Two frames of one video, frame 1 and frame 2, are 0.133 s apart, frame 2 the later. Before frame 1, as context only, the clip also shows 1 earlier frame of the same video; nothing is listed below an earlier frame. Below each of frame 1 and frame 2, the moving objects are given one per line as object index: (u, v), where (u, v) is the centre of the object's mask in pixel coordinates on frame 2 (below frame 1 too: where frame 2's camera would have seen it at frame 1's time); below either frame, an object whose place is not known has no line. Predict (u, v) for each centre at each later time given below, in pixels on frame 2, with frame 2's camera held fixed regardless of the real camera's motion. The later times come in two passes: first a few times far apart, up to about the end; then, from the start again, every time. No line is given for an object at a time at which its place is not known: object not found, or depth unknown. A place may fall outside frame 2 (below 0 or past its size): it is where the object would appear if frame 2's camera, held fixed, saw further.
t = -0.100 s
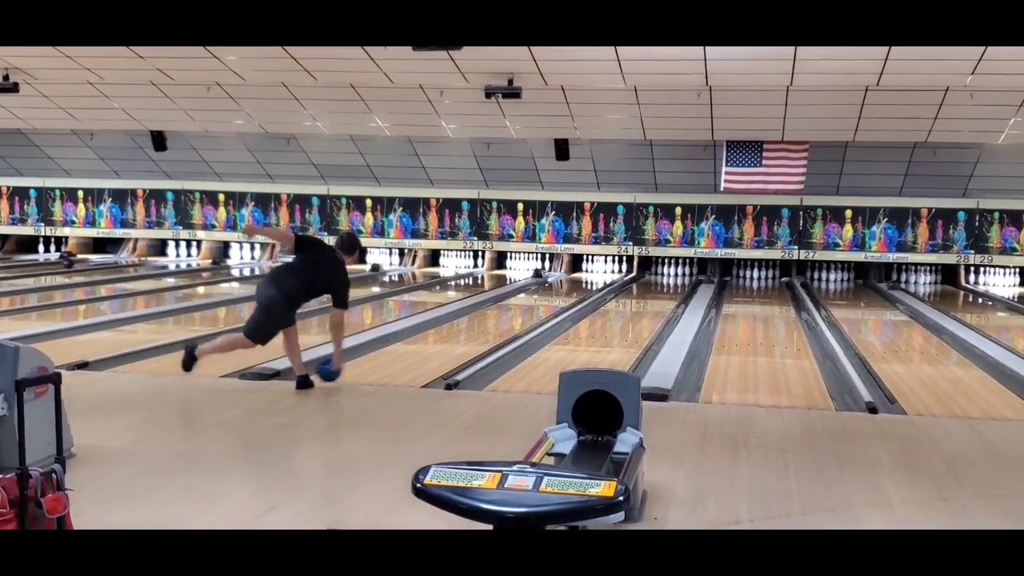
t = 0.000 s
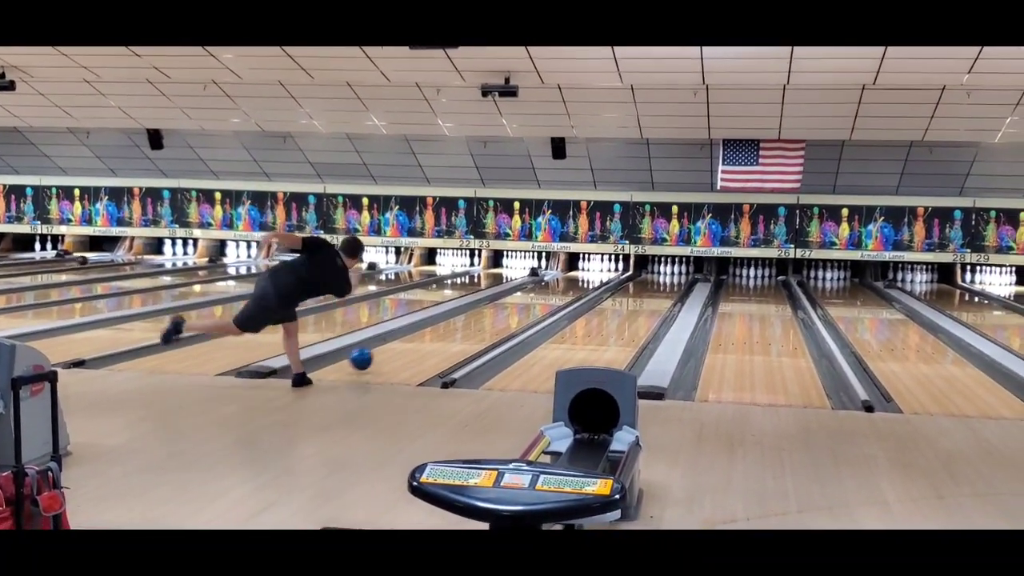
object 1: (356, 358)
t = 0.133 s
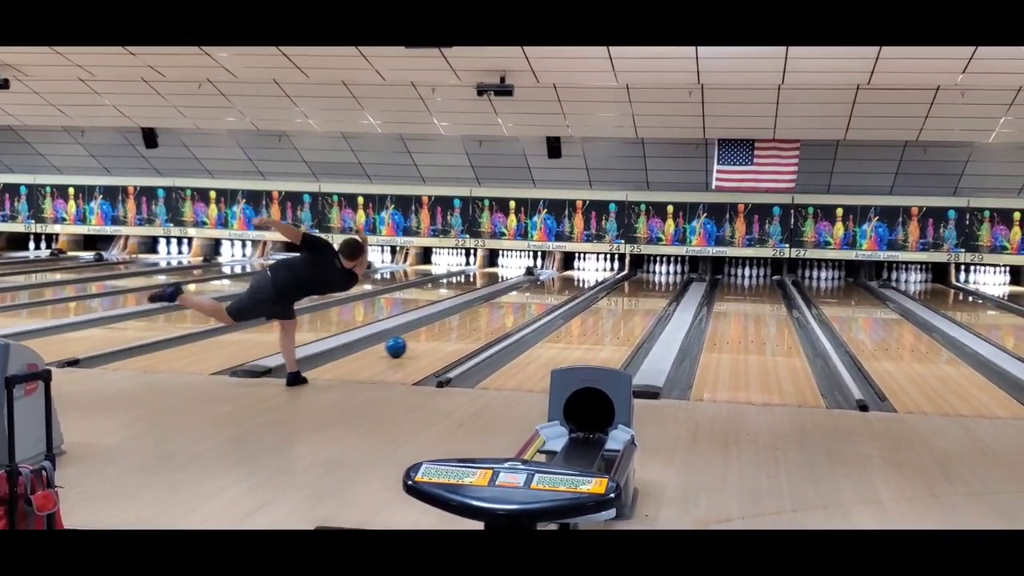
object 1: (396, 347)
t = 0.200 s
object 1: (412, 340)
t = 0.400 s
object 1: (455, 325)
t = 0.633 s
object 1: (493, 311)
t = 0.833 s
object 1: (518, 302)
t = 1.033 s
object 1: (539, 294)
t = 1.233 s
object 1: (556, 288)
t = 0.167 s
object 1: (404, 344)
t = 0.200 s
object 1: (412, 340)
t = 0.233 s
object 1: (420, 337)
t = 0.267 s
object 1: (428, 335)
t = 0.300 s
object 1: (435, 332)
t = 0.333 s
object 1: (442, 330)
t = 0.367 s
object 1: (449, 327)
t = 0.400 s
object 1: (455, 325)
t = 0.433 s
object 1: (461, 323)
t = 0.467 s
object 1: (466, 321)
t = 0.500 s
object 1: (472, 319)
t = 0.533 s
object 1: (477, 317)
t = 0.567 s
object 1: (483, 315)
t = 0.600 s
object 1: (488, 313)
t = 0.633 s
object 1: (493, 311)
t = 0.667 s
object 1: (497, 310)
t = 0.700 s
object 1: (502, 308)
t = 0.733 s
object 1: (506, 306)
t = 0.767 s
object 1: (510, 305)
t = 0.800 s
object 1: (514, 303)
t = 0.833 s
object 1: (518, 302)
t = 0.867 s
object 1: (522, 301)
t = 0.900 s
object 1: (526, 299)
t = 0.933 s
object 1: (529, 298)
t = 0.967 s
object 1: (532, 297)
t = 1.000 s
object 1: (536, 296)
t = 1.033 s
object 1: (539, 294)
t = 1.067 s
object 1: (542, 293)
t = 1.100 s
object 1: (545, 292)
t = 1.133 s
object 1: (548, 290)
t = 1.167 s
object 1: (551, 290)
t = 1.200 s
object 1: (554, 288)
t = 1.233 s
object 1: (556, 288)
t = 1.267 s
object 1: (558, 287)
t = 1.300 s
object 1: (561, 286)
